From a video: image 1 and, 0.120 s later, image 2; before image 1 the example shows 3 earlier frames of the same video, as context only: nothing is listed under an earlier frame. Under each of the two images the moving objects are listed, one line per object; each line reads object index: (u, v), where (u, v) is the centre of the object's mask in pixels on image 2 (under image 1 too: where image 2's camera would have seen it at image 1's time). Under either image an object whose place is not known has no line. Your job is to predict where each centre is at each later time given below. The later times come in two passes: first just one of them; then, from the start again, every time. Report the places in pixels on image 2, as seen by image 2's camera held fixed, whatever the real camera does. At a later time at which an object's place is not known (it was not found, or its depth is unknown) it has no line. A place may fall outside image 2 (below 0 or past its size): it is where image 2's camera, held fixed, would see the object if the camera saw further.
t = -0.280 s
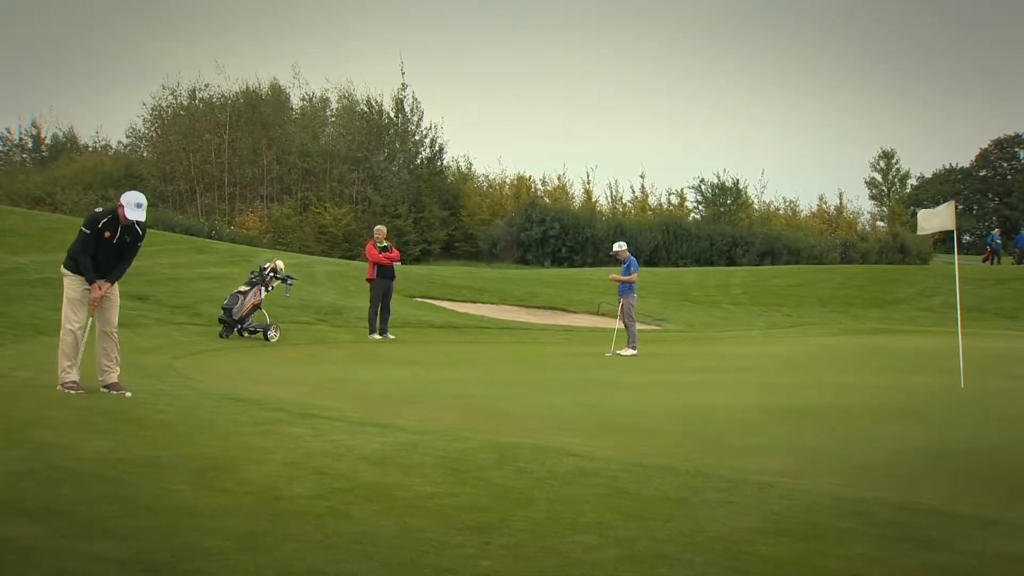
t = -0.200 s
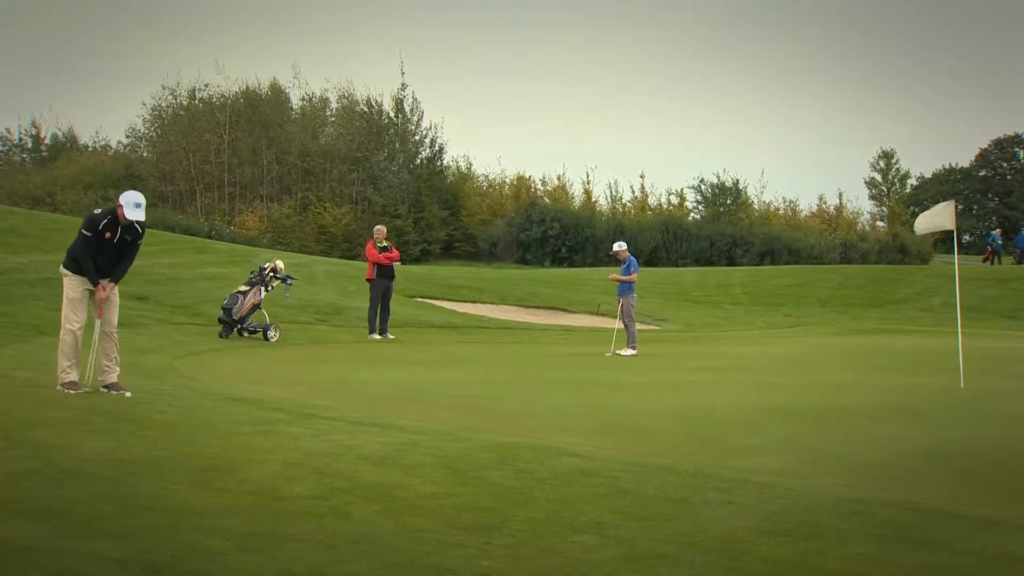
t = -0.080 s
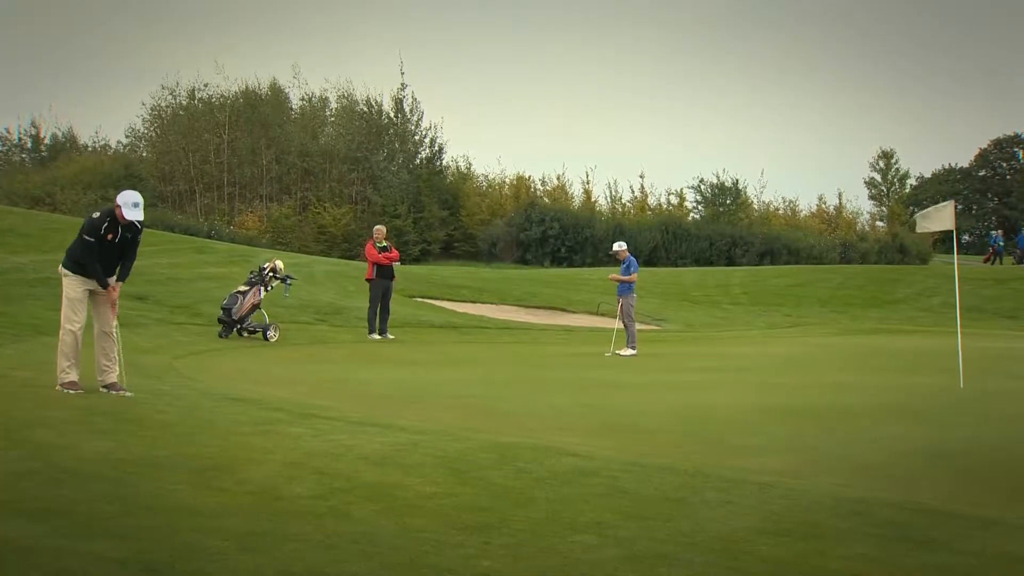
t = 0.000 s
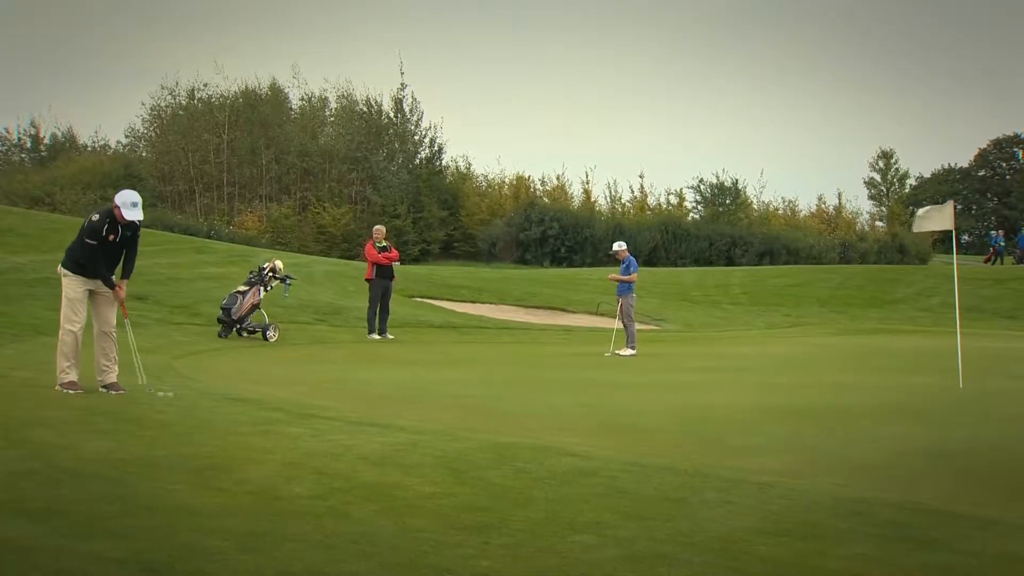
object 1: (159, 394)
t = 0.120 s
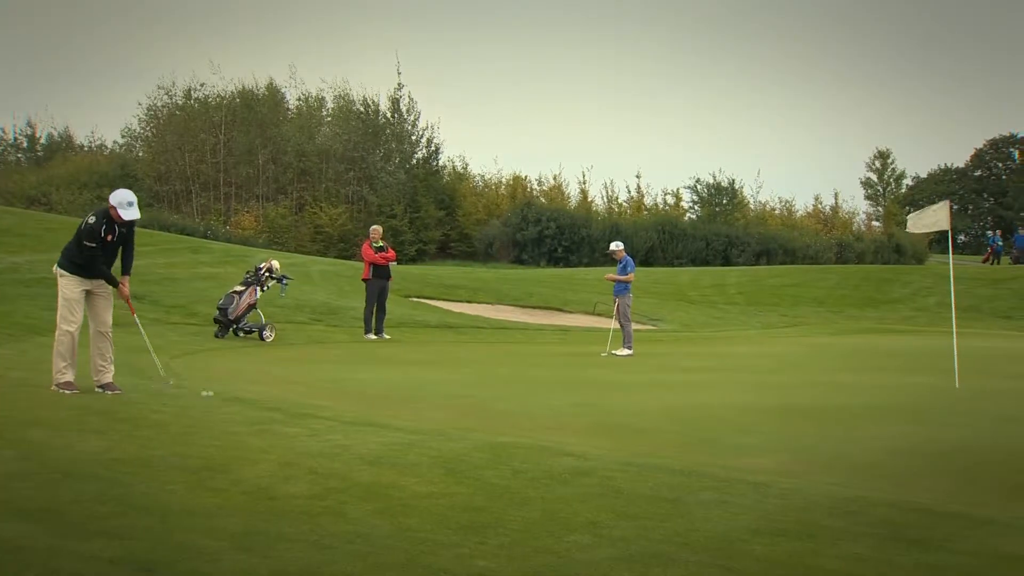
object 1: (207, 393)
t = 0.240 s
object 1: (245, 393)
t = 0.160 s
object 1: (220, 392)
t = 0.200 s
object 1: (232, 392)
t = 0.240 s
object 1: (245, 393)
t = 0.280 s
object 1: (257, 393)
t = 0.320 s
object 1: (269, 395)
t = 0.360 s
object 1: (281, 395)
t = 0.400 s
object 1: (293, 395)
